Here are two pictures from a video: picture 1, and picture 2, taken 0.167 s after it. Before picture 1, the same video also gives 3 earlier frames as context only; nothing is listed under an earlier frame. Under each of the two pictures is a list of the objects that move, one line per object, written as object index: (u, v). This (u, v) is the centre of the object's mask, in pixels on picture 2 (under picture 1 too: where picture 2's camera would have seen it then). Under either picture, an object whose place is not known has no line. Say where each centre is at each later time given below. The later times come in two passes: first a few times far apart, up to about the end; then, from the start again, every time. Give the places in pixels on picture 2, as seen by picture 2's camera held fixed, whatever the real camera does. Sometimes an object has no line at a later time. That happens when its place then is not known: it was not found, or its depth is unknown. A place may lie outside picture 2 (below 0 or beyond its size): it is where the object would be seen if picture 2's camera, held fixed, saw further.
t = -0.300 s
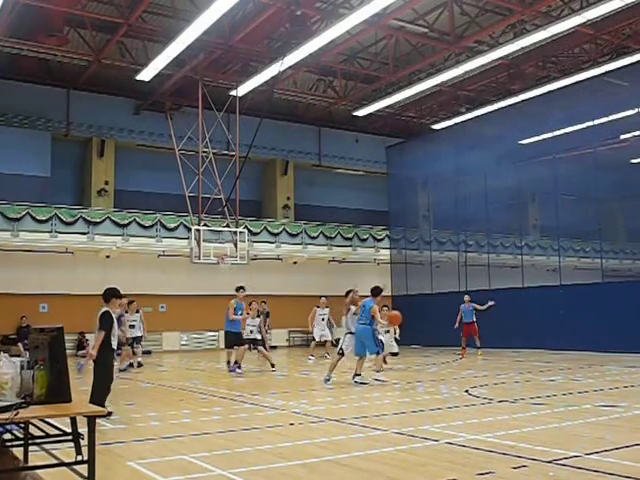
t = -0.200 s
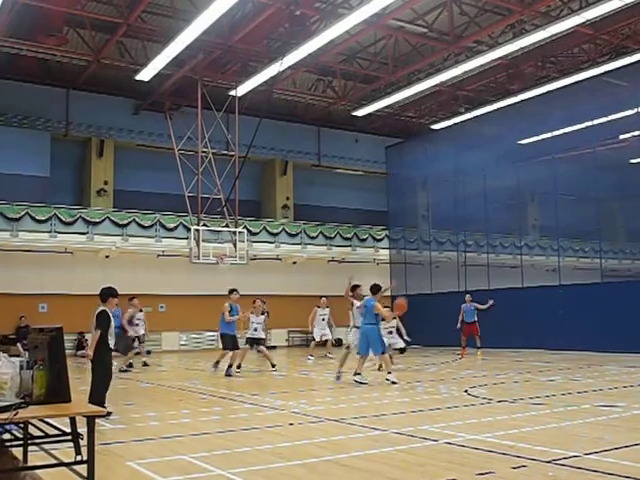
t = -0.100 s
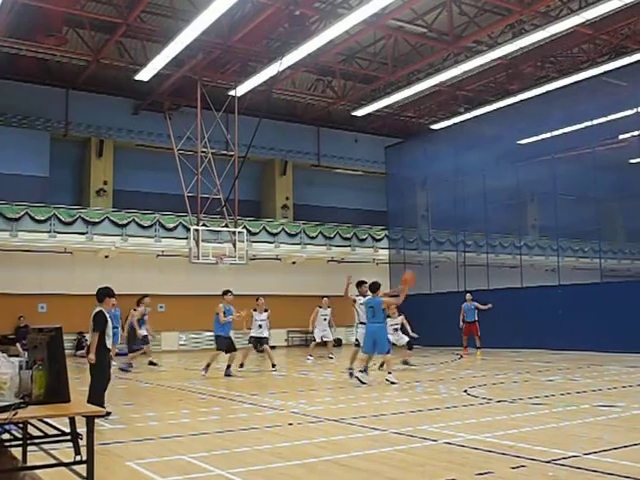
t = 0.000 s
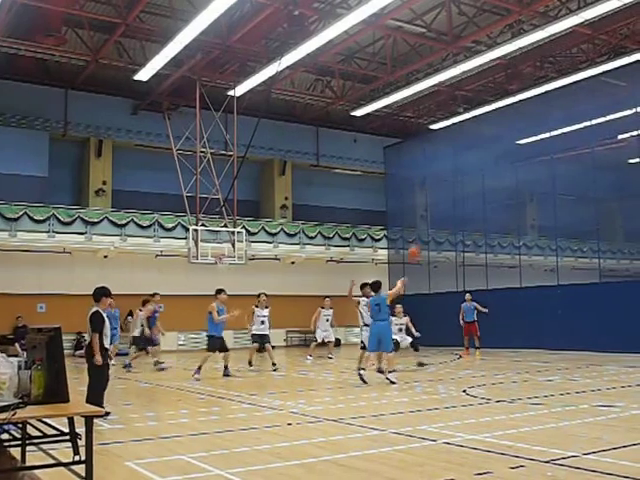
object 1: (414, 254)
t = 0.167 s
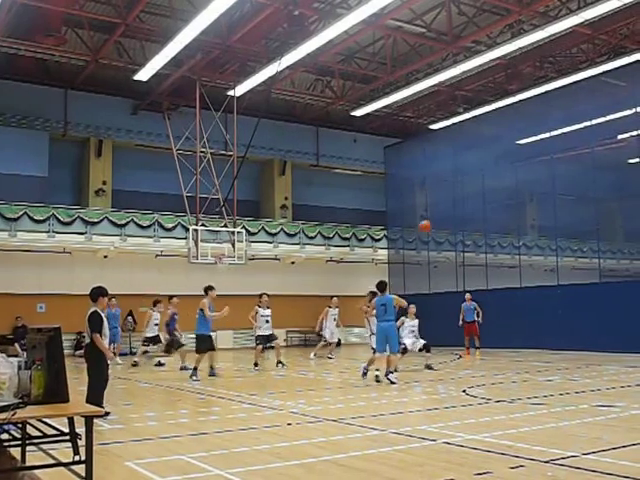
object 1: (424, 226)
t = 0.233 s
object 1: (428, 221)
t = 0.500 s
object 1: (441, 220)
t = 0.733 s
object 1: (452, 240)
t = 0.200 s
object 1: (427, 223)
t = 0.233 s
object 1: (428, 221)
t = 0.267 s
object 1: (430, 219)
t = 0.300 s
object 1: (432, 218)
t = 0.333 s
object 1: (433, 217)
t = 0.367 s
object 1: (435, 216)
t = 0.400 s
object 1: (437, 217)
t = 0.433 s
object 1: (438, 217)
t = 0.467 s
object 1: (440, 218)
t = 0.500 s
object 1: (441, 220)
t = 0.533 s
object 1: (443, 222)
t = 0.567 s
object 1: (445, 225)
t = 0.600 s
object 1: (446, 226)
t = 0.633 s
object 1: (448, 230)
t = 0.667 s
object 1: (449, 233)
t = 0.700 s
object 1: (451, 236)
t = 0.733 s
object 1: (452, 240)
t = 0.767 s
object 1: (453, 244)
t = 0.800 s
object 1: (455, 249)
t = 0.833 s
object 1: (456, 254)
